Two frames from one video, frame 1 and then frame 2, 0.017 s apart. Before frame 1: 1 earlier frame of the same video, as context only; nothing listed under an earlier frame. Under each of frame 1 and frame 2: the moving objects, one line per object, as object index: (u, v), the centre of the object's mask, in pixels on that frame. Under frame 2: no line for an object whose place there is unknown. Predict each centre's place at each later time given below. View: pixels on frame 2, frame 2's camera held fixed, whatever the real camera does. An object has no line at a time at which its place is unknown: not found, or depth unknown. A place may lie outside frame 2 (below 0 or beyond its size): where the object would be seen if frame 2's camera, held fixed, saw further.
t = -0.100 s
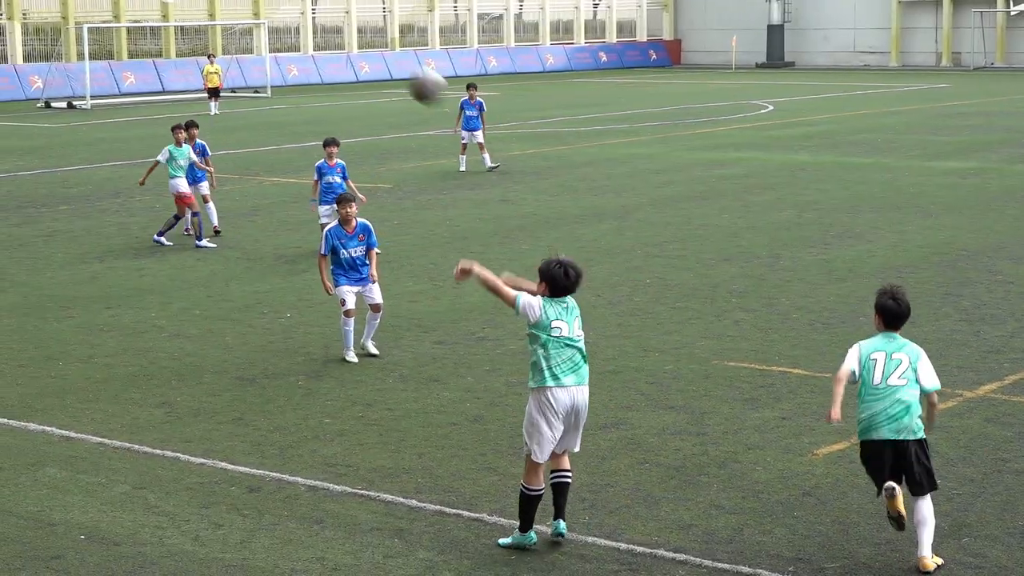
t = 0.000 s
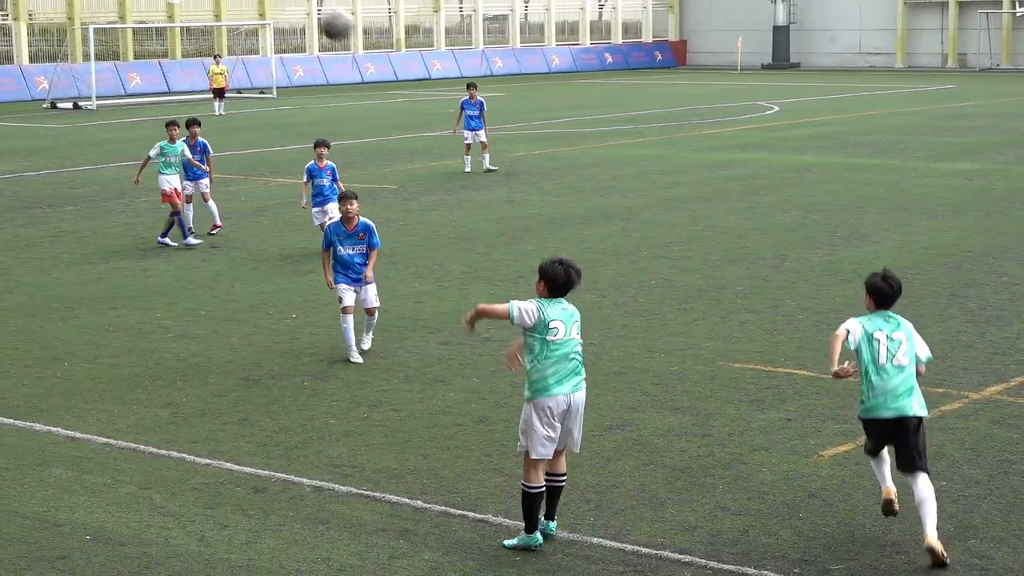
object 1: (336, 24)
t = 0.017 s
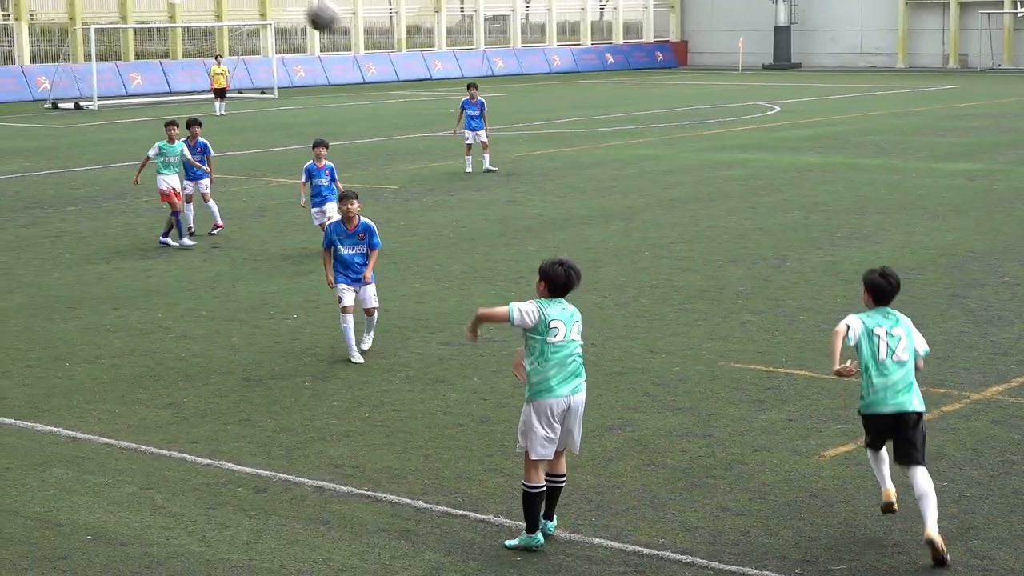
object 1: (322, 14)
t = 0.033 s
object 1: (308, 10)
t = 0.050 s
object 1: (295, 7)
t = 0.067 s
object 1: (281, 4)
